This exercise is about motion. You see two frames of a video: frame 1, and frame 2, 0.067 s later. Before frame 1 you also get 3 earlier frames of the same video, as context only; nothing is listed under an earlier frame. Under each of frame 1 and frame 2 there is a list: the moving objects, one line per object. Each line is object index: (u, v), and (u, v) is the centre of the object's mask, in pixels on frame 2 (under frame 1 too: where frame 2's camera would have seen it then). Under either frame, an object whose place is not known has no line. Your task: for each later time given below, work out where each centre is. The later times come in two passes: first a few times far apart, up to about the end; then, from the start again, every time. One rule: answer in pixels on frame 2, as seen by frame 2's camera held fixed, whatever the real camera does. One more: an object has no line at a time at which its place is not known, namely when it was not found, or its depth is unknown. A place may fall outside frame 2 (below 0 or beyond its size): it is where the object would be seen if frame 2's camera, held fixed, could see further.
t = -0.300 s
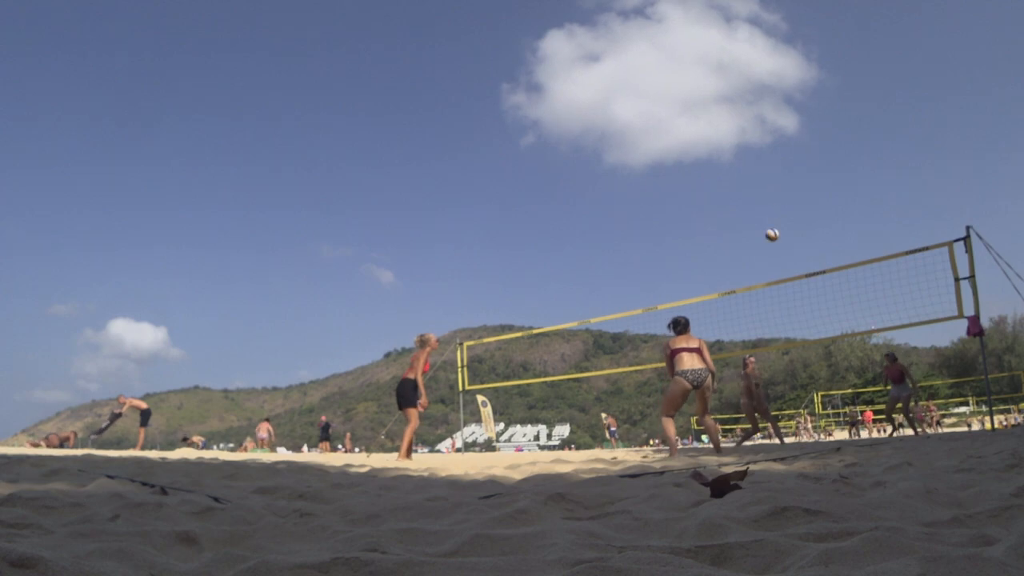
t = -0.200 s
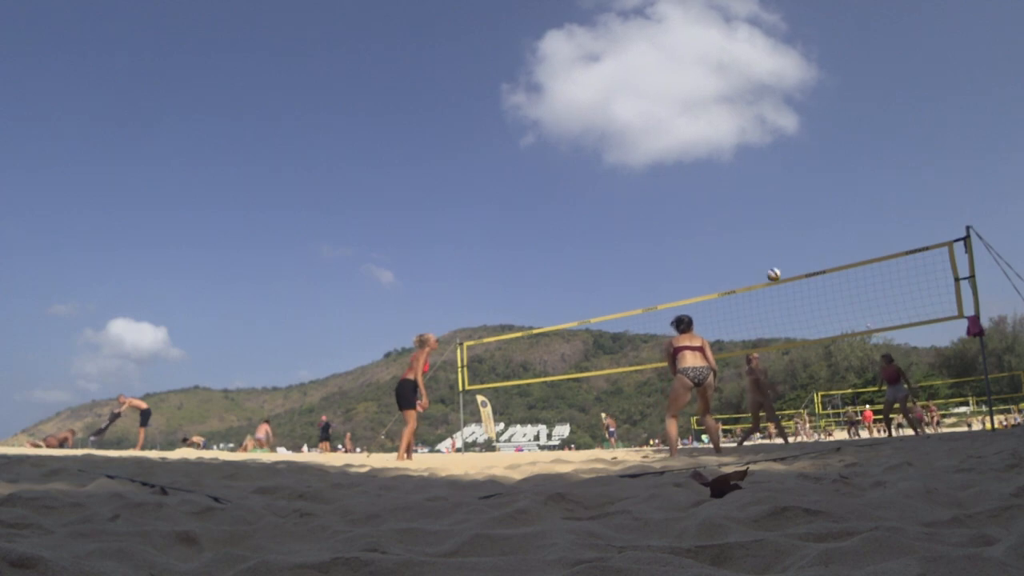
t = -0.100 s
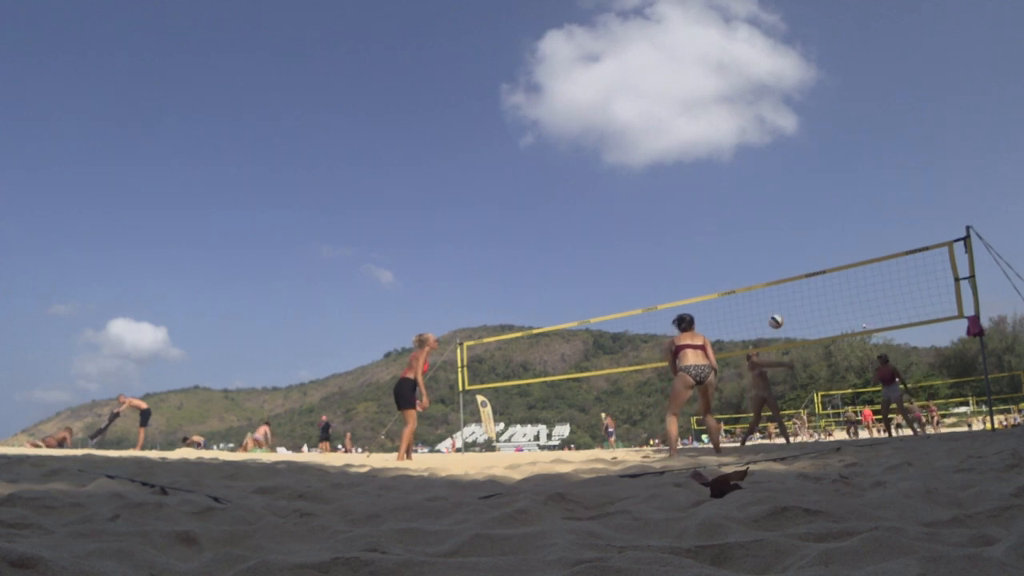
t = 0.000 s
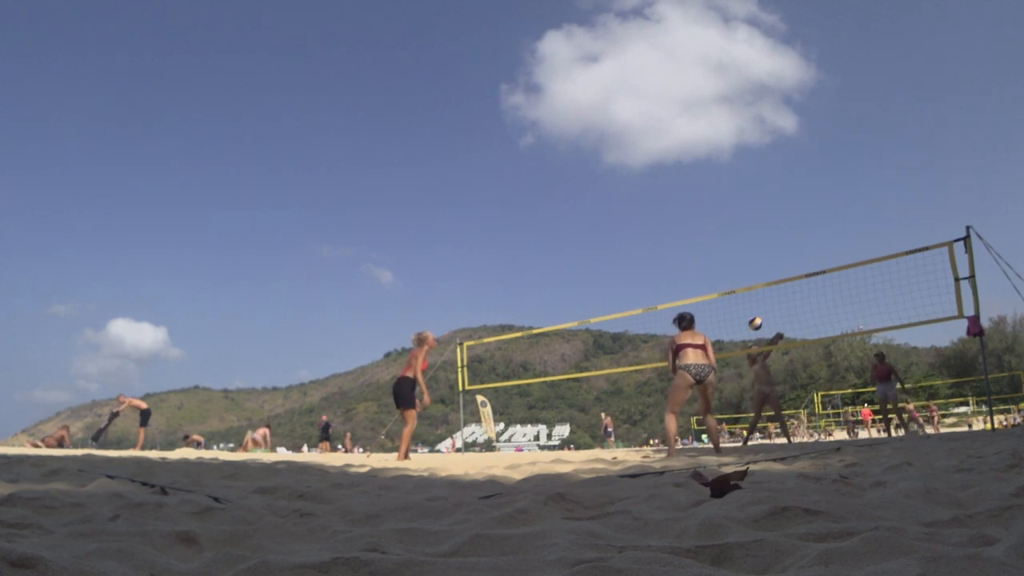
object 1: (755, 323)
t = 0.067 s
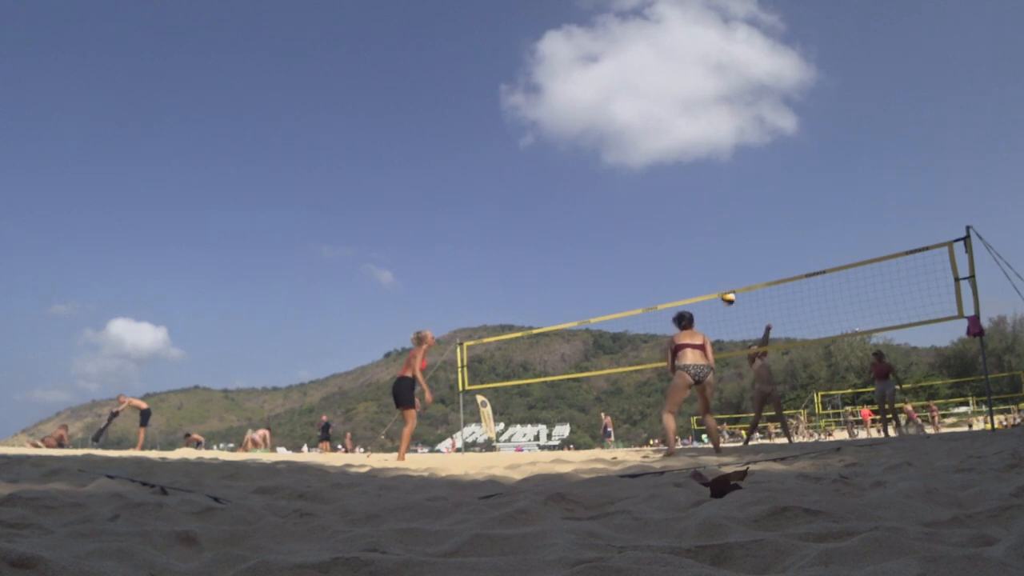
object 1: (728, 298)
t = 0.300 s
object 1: (636, 234)
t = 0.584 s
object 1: (529, 202)
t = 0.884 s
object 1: (419, 221)
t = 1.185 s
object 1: (306, 297)
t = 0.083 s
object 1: (721, 292)
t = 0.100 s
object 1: (714, 287)
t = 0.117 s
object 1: (708, 281)
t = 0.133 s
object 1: (701, 276)
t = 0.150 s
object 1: (695, 271)
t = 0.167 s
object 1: (688, 266)
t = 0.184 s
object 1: (681, 262)
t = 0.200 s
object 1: (675, 257)
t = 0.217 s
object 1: (668, 253)
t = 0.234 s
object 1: (662, 249)
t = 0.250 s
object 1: (655, 244)
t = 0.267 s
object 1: (649, 240)
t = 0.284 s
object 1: (642, 237)
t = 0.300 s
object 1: (636, 234)
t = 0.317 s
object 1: (629, 231)
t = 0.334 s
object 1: (623, 227)
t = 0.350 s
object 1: (617, 224)
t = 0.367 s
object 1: (610, 222)
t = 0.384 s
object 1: (604, 219)
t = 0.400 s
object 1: (597, 217)
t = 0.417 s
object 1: (591, 215)
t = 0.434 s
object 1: (585, 212)
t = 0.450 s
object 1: (579, 211)
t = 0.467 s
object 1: (572, 209)
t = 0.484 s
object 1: (566, 207)
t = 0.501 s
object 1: (560, 206)
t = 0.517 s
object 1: (554, 205)
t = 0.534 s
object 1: (548, 204)
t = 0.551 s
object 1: (541, 203)
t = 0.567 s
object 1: (535, 202)
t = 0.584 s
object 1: (529, 202)
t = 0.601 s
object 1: (523, 202)
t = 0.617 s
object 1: (517, 201)
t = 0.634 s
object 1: (511, 201)
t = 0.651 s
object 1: (504, 201)
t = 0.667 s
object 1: (498, 201)
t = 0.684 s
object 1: (492, 202)
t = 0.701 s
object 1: (486, 203)
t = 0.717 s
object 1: (481, 204)
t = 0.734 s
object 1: (474, 204)
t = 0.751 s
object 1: (467, 206)
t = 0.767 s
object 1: (461, 207)
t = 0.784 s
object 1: (456, 209)
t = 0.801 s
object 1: (450, 210)
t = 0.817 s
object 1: (443, 212)
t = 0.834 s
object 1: (437, 214)
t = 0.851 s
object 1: (431, 216)
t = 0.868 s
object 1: (425, 218)
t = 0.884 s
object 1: (419, 221)
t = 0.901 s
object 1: (413, 224)
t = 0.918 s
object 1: (407, 226)
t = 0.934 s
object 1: (400, 230)
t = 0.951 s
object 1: (394, 233)
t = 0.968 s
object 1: (388, 236)
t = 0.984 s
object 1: (382, 239)
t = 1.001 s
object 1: (375, 243)
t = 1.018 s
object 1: (369, 247)
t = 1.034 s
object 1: (363, 252)
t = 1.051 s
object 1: (356, 256)
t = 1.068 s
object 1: (350, 260)
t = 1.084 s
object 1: (344, 265)
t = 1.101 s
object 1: (338, 270)
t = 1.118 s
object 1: (331, 275)
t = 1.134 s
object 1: (324, 280)
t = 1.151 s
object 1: (318, 286)
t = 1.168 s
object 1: (312, 291)
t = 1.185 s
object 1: (306, 297)
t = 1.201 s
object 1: (299, 303)
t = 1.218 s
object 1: (293, 309)
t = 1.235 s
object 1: (287, 316)
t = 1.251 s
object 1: (281, 322)
